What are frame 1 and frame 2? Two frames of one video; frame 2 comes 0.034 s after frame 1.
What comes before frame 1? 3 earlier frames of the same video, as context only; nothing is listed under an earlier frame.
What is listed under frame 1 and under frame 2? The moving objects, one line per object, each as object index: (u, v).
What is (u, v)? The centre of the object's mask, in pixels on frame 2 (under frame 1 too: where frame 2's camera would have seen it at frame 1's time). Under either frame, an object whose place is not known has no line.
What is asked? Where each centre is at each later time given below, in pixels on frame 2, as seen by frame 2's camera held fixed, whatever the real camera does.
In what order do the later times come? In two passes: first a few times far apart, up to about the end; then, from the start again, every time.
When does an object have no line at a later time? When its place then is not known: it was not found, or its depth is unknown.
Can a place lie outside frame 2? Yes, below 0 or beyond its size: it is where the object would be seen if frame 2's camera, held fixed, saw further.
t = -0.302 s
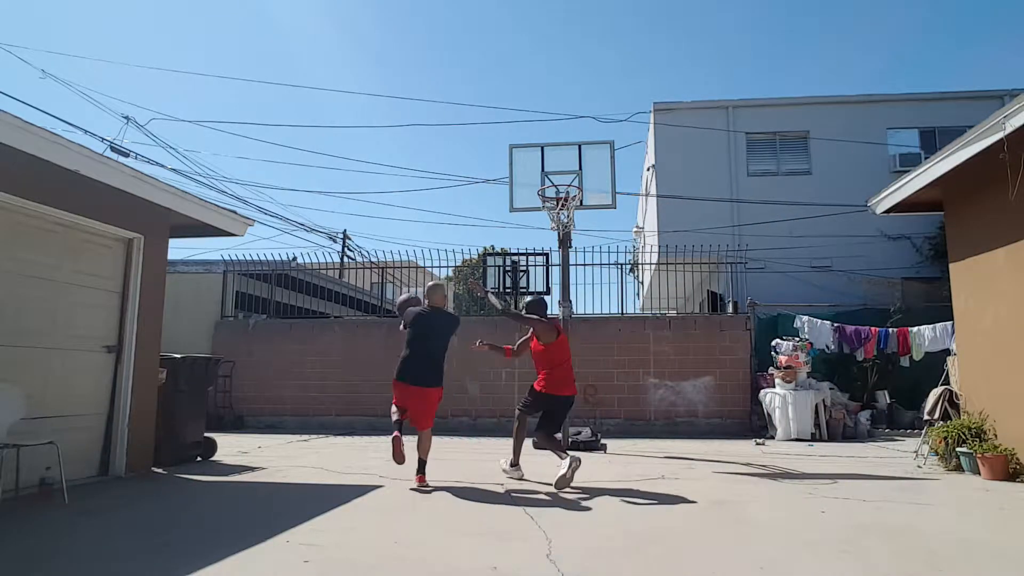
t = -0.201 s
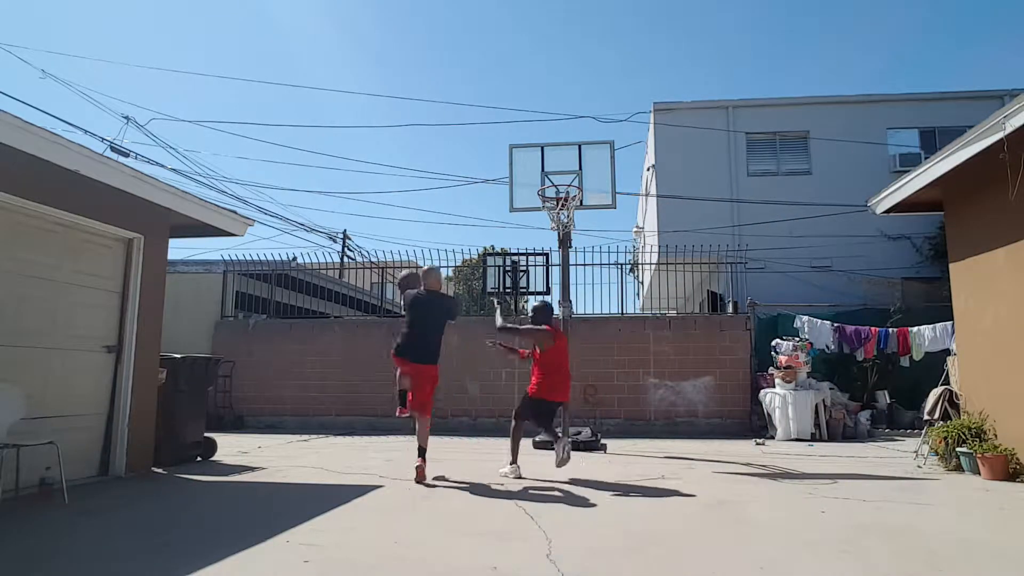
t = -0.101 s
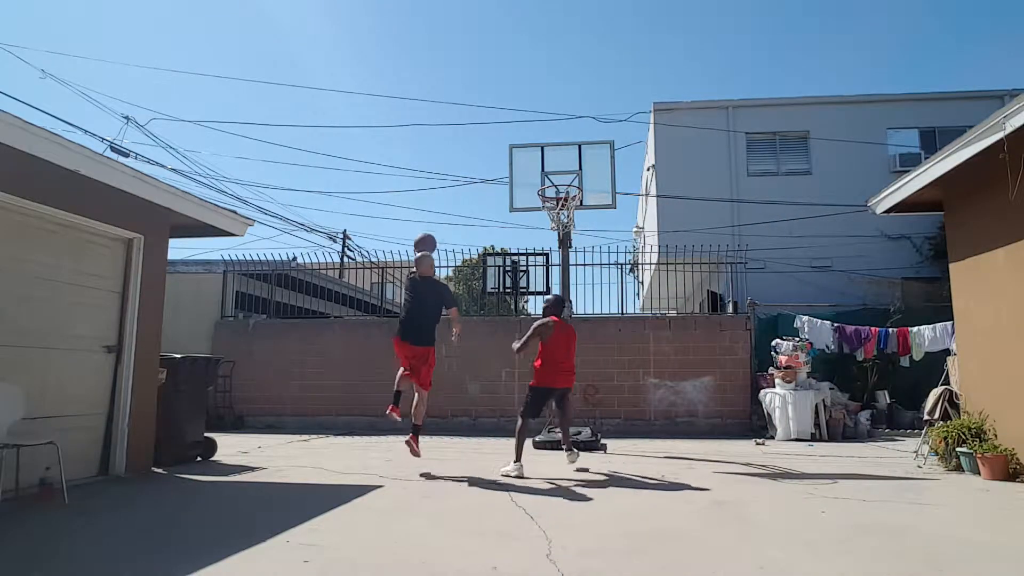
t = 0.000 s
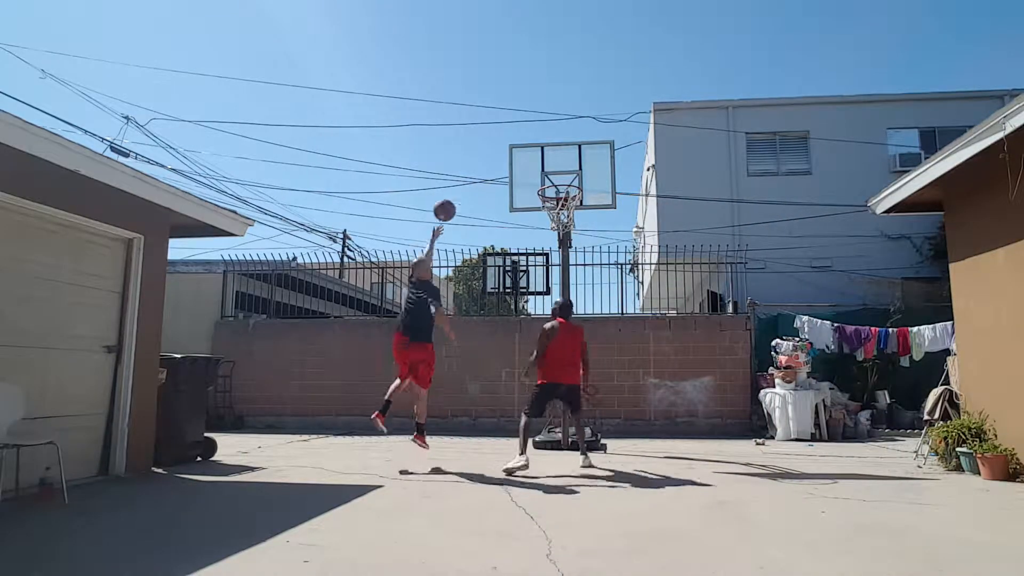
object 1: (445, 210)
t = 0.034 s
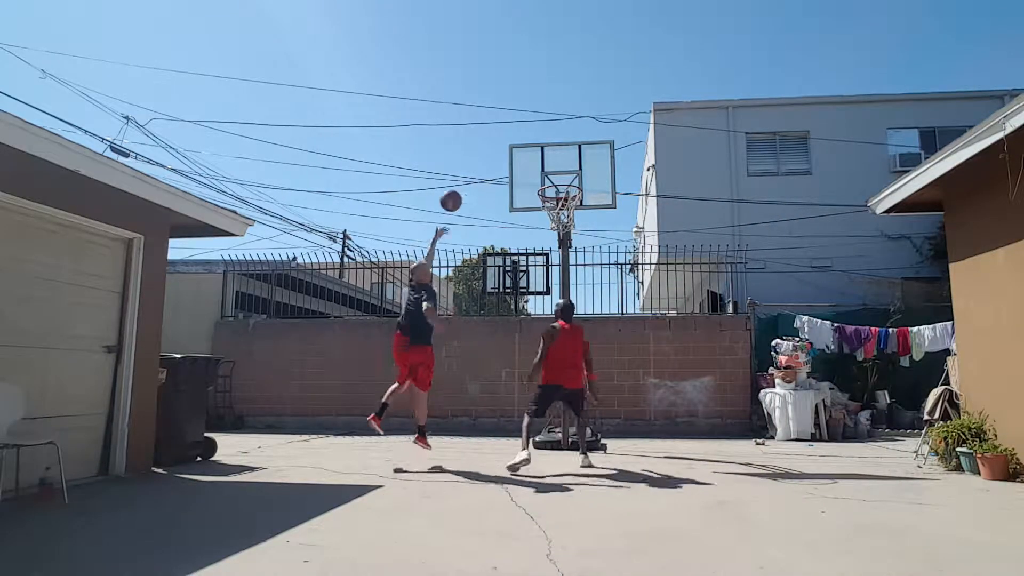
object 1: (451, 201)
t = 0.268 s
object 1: (491, 165)
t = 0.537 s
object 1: (522, 165)
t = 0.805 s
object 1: (530, 181)
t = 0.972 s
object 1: (522, 195)
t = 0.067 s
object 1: (457, 193)
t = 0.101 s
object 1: (463, 185)
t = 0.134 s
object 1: (470, 179)
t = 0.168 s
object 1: (475, 174)
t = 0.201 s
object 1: (480, 170)
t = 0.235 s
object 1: (486, 167)
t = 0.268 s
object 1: (491, 165)
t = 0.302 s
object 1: (497, 163)
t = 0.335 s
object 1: (502, 163)
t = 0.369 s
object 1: (507, 163)
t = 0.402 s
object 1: (512, 165)
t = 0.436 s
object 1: (515, 164)
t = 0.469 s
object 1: (517, 163)
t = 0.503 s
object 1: (519, 163)
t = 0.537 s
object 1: (522, 165)
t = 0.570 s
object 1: (525, 166)
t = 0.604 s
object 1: (527, 169)
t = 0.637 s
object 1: (529, 173)
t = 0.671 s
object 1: (532, 178)
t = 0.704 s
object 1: (534, 184)
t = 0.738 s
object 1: (533, 182)
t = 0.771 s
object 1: (531, 181)
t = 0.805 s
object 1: (530, 181)
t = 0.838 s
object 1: (528, 182)
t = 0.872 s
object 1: (526, 184)
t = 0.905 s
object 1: (525, 186)
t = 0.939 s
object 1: (523, 190)
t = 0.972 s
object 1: (522, 195)
